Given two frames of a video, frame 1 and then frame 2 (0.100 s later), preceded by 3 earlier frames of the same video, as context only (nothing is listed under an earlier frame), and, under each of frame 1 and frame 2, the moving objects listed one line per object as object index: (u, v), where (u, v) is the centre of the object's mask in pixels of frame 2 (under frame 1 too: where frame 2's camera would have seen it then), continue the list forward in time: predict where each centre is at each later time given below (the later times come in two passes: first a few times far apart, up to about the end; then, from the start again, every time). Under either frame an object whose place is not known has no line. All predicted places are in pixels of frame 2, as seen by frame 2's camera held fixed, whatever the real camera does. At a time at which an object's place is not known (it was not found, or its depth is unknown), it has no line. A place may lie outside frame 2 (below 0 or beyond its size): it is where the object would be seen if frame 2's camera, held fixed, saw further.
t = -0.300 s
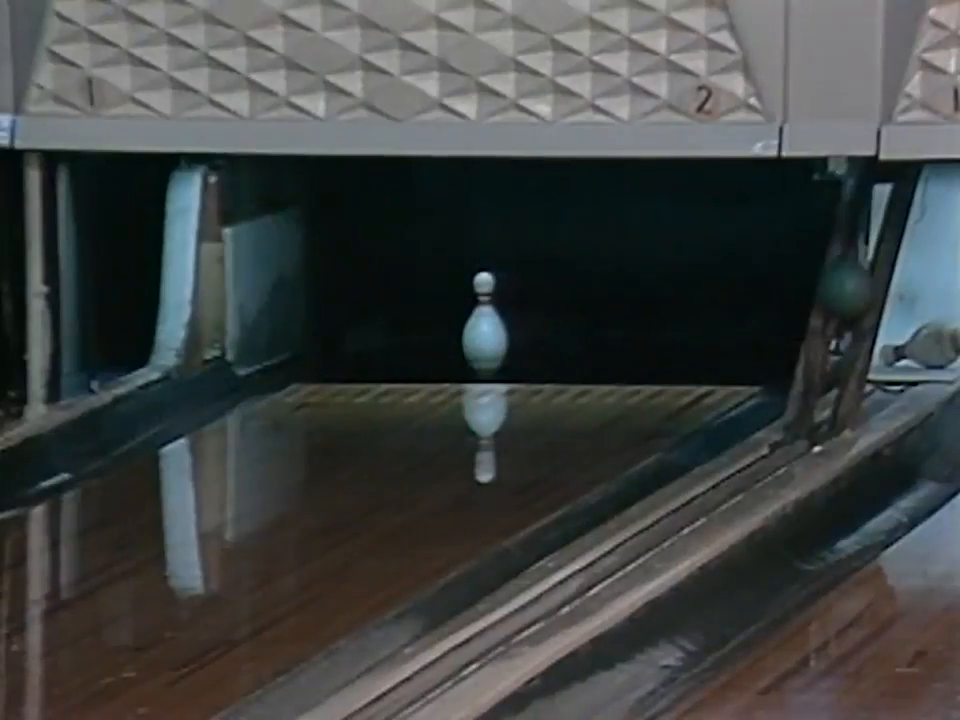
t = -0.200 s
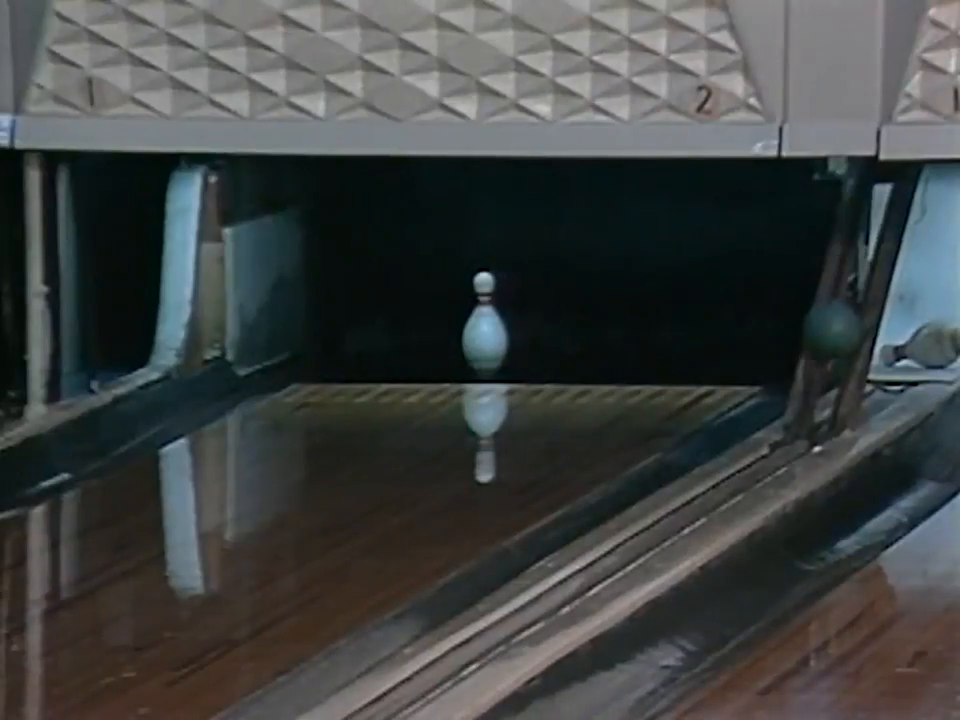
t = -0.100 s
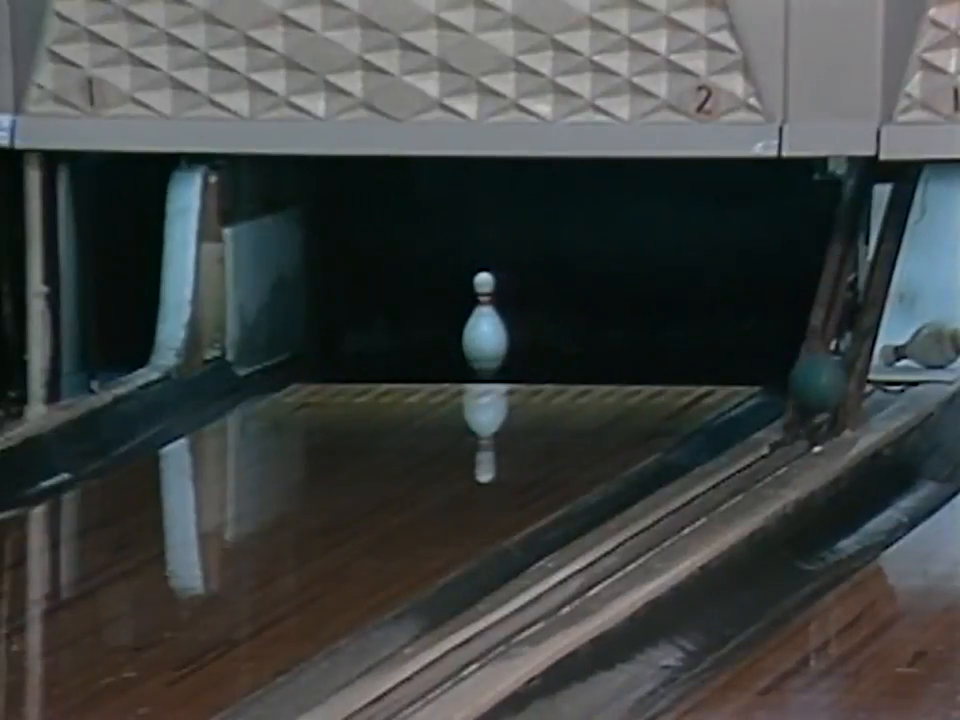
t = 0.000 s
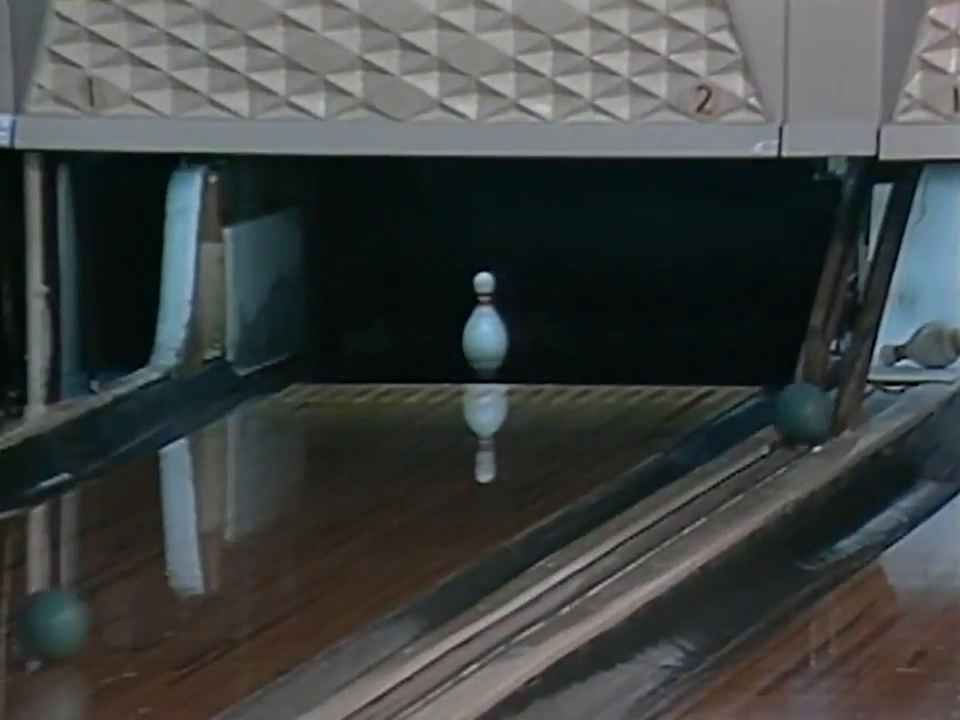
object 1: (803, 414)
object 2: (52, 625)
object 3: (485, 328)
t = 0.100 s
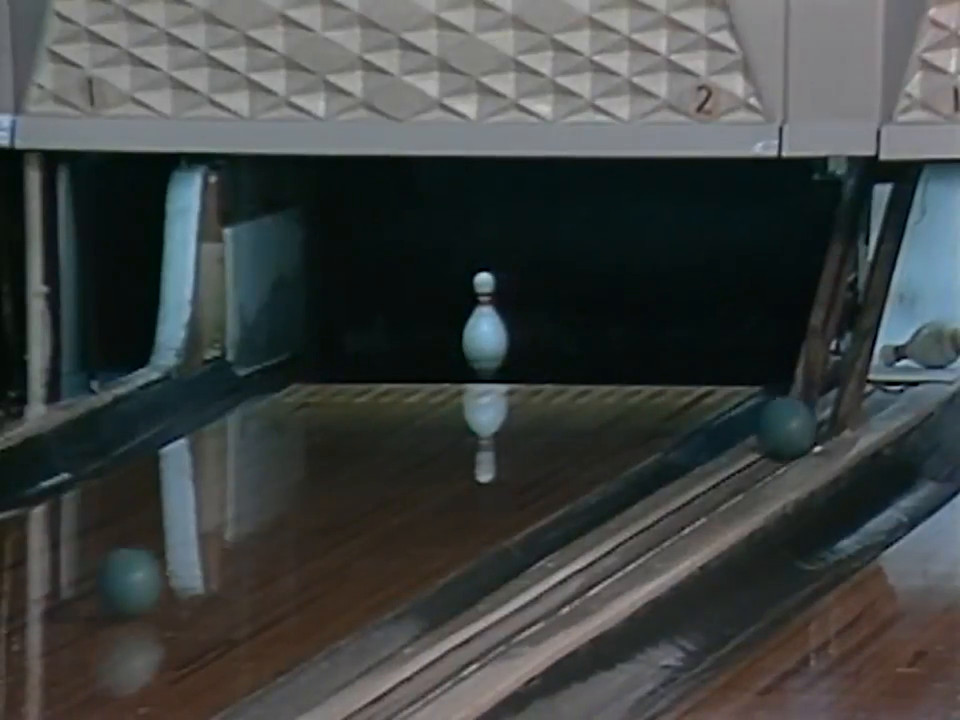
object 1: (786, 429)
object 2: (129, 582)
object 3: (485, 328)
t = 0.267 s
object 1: (763, 445)
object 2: (236, 522)
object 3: (485, 328)
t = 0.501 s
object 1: (722, 467)
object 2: (353, 453)
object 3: (484, 328)
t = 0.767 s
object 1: (672, 496)
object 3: (484, 328)
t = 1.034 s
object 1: (623, 527)
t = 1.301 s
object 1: (570, 559)
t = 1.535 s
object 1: (521, 590)
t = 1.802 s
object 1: (459, 625)
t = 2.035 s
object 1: (406, 661)
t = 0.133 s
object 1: (781, 432)
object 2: (150, 571)
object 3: (485, 328)
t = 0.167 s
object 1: (776, 435)
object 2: (171, 559)
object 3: (485, 328)
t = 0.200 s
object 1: (771, 438)
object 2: (195, 544)
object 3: (485, 328)
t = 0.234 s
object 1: (767, 442)
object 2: (213, 533)
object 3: (485, 328)
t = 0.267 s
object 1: (763, 445)
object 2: (236, 522)
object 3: (485, 328)
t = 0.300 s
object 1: (758, 447)
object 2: (253, 512)
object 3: (484, 328)
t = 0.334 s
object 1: (747, 451)
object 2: (271, 502)
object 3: (484, 328)
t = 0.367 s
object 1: (742, 454)
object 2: (288, 493)
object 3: (485, 328)
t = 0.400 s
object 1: (736, 458)
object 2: (305, 483)
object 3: (485, 328)
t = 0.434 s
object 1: (731, 461)
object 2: (320, 474)
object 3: (484, 328)
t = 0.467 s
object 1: (726, 465)
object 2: (338, 462)
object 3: (484, 328)
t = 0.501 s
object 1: (722, 467)
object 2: (353, 453)
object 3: (484, 328)
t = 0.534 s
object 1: (718, 469)
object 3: (484, 328)
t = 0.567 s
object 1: (712, 472)
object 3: (484, 328)
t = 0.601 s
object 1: (706, 476)
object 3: (485, 328)
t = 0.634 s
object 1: (696, 481)
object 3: (485, 328)
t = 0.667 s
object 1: (690, 484)
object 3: (485, 328)
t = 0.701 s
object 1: (685, 489)
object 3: (485, 328)
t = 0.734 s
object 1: (678, 492)
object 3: (485, 328)
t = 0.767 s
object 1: (672, 496)
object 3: (484, 328)
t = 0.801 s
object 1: (667, 500)
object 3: (485, 327)
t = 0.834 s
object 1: (661, 503)
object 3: (486, 323)
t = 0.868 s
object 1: (655, 507)
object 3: (486, 317)
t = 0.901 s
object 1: (649, 511)
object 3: (485, 308)
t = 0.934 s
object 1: (643, 515)
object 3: (482, 306)
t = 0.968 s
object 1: (637, 519)
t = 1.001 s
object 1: (628, 523)
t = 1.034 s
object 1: (623, 527)
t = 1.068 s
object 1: (616, 531)
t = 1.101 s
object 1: (610, 535)
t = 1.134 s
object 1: (603, 539)
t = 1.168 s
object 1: (598, 543)
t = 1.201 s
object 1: (591, 547)
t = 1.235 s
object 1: (584, 551)
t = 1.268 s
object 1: (578, 556)
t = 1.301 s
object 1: (570, 559)
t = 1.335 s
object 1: (563, 564)
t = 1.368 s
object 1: (557, 569)
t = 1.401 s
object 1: (548, 573)
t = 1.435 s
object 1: (542, 577)
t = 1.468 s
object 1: (536, 582)
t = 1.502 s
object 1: (528, 586)
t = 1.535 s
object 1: (521, 590)
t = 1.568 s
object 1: (513, 594)
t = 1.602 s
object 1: (506, 599)
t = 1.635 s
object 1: (498, 603)
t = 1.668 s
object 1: (491, 608)
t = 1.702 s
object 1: (484, 613)
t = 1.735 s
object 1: (476, 617)
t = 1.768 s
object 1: (469, 621)
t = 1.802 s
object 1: (459, 625)
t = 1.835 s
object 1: (451, 629)
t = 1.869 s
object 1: (445, 636)
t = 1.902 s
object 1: (437, 641)
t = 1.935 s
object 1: (430, 646)
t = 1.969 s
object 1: (422, 651)
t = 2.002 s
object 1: (413, 655)
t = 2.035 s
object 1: (406, 661)
